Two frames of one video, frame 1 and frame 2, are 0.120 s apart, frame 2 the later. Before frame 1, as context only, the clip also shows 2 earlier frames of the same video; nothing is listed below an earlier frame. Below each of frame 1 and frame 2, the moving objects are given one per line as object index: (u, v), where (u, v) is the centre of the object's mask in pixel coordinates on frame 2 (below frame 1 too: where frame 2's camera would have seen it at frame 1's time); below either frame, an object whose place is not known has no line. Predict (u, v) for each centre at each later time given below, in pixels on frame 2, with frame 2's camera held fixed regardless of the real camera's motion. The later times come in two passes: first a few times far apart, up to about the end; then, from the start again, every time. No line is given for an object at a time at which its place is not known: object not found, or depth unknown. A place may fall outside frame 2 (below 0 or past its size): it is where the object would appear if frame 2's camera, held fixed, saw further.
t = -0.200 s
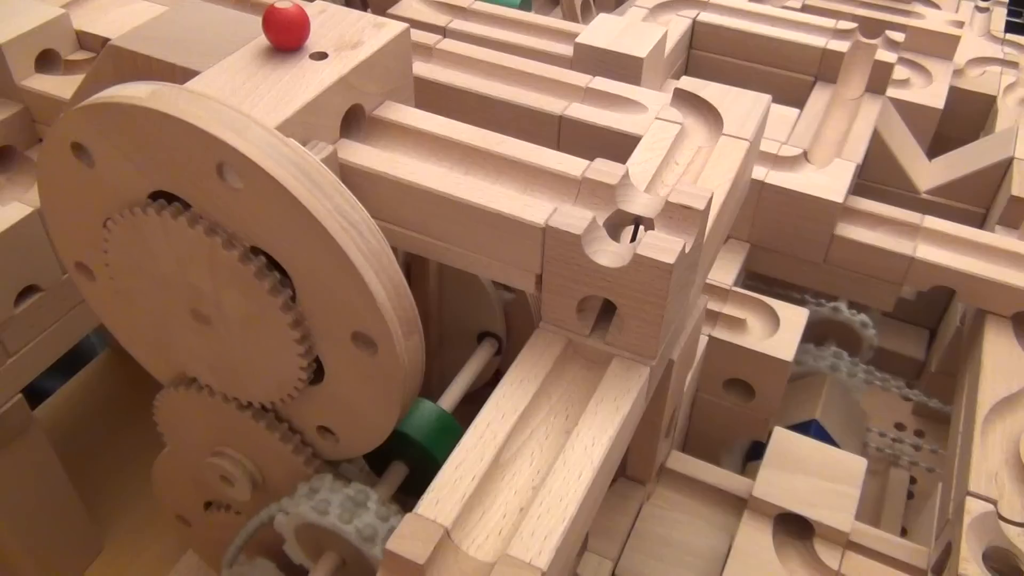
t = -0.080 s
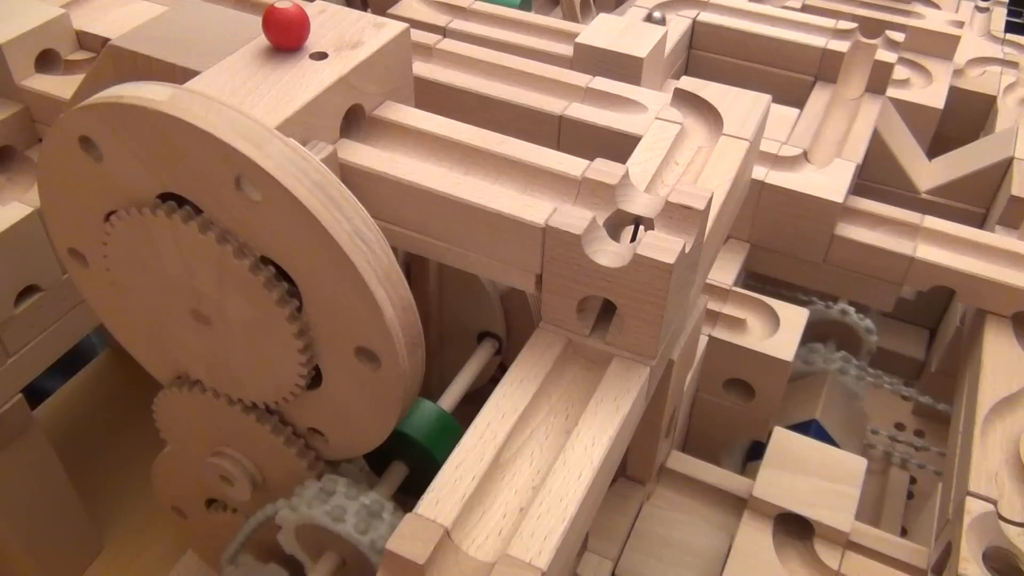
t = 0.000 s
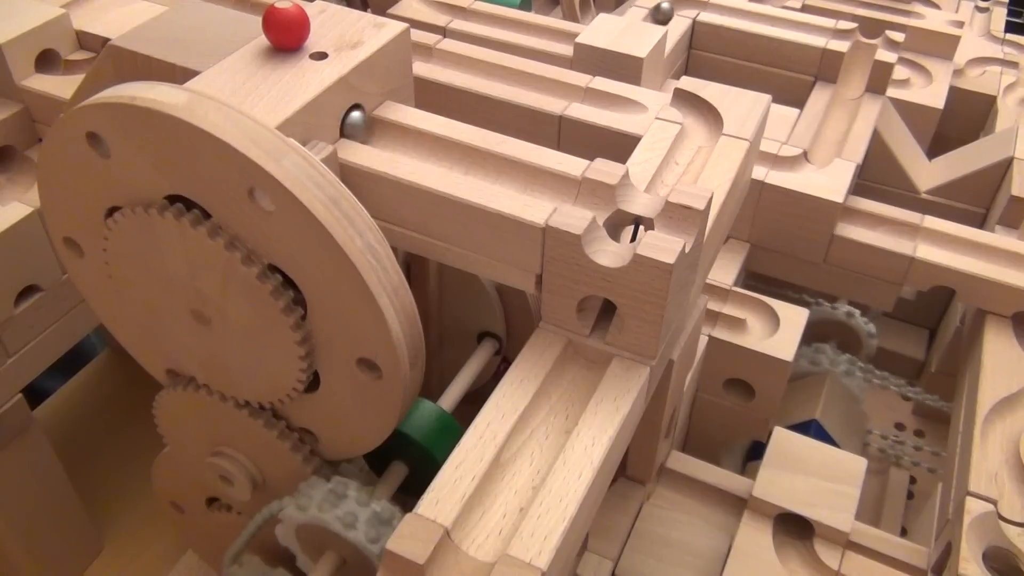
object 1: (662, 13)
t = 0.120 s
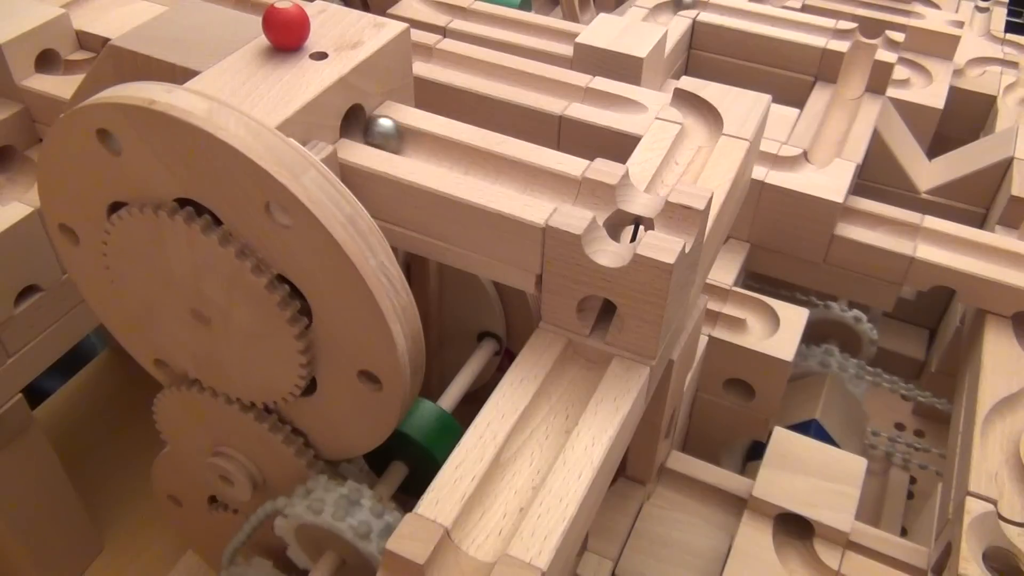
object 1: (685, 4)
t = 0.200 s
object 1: (706, 5)
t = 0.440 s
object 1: (754, 15)
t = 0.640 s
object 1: (796, 24)
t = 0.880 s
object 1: (843, 33)
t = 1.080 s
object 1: (856, 77)
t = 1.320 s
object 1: (830, 137)
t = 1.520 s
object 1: (805, 162)
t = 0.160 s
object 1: (698, 4)
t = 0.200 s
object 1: (706, 5)
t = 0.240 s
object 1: (713, 6)
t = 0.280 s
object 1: (721, 8)
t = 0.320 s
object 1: (730, 10)
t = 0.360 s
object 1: (738, 11)
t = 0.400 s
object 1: (746, 13)
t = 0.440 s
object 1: (754, 15)
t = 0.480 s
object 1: (762, 17)
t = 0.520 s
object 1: (771, 18)
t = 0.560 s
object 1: (779, 20)
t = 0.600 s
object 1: (788, 22)
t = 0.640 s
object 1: (796, 24)
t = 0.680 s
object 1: (804, 26)
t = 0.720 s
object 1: (812, 27)
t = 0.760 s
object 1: (820, 29)
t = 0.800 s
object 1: (828, 31)
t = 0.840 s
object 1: (835, 32)
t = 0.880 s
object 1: (843, 33)
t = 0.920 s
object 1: (850, 34)
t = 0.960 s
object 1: (856, 37)
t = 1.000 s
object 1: (862, 46)
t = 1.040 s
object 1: (861, 58)
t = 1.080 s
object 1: (856, 77)
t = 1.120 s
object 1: (849, 90)
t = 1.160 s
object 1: (846, 100)
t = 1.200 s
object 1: (841, 109)
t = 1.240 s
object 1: (838, 118)
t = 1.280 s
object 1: (834, 128)
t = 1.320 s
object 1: (830, 137)
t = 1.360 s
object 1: (826, 147)
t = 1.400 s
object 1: (820, 152)
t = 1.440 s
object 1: (817, 157)
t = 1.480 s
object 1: (811, 160)
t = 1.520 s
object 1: (805, 162)
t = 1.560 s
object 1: (795, 162)
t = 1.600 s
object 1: (783, 162)
